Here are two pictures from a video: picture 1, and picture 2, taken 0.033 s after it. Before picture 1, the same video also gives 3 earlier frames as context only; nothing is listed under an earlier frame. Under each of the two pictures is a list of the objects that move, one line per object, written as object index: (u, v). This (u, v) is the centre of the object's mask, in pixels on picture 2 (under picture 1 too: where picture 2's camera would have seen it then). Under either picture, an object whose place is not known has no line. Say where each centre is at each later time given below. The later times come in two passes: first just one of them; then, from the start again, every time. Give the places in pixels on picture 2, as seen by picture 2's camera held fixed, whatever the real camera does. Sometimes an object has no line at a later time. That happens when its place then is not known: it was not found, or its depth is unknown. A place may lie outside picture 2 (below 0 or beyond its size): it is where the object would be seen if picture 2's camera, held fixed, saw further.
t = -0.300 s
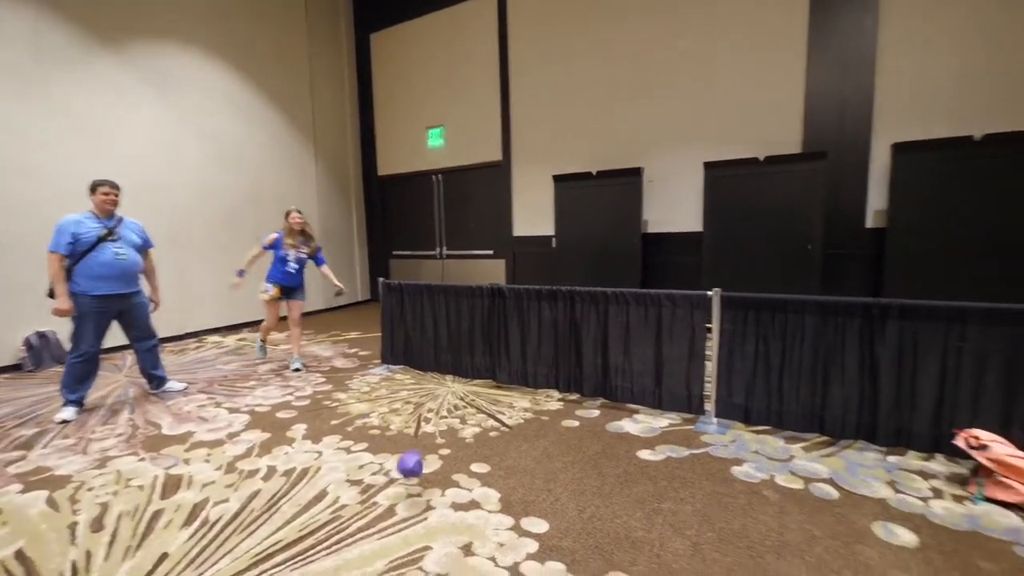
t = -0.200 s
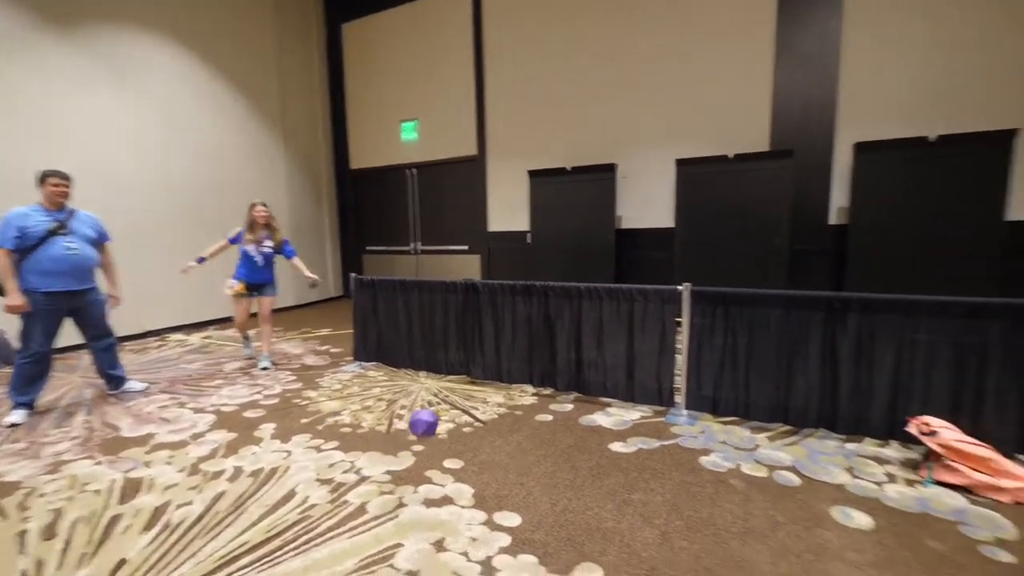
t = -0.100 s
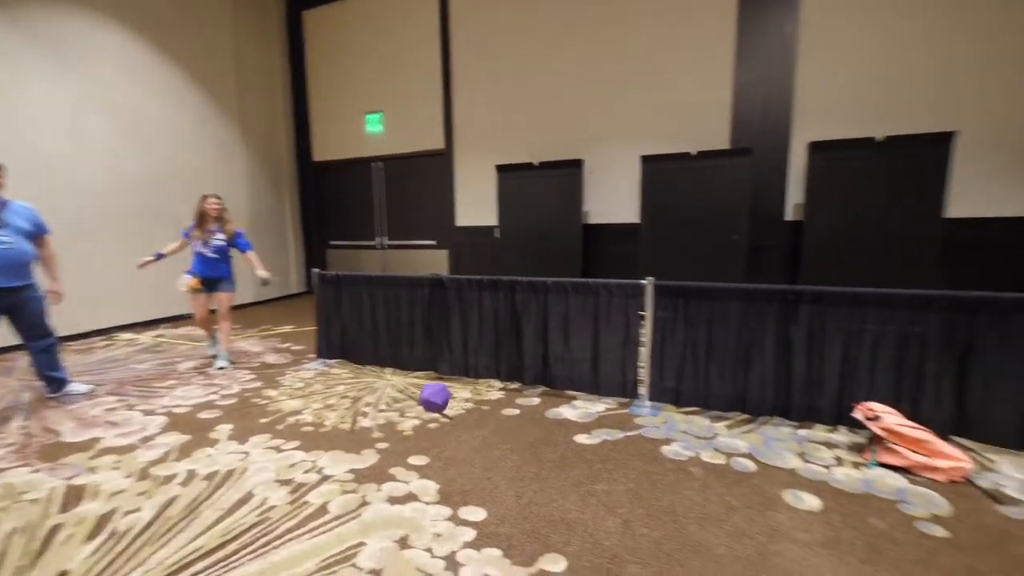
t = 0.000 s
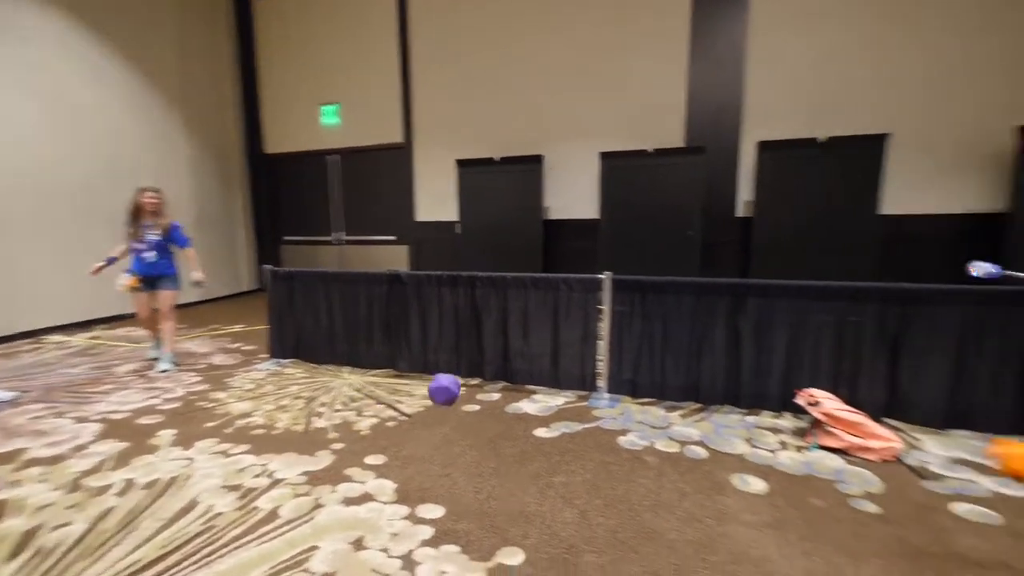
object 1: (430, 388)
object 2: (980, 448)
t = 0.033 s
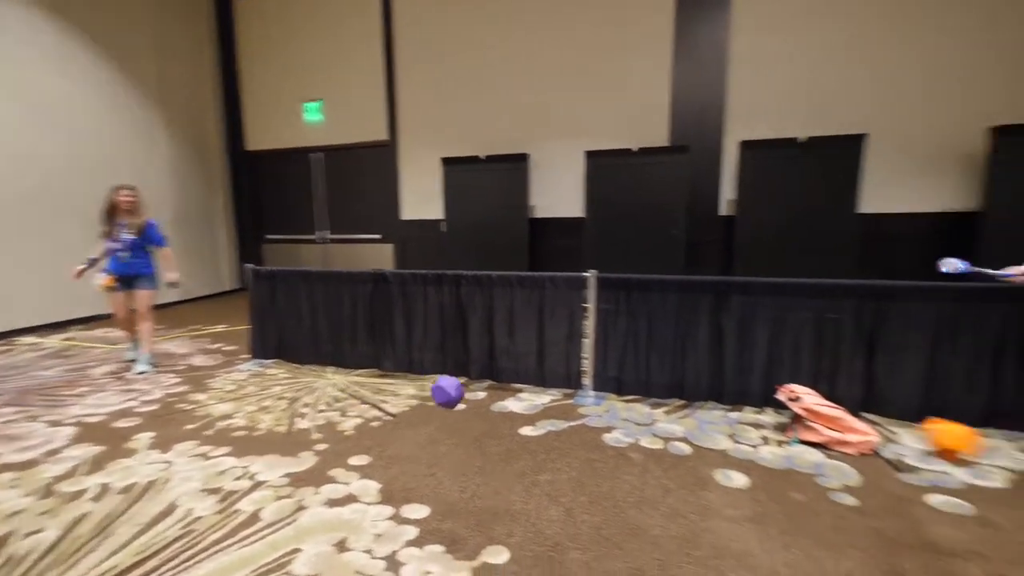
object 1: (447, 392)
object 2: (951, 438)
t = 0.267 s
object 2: (714, 425)
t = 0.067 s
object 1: (466, 397)
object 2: (910, 427)
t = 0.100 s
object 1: (484, 405)
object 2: (877, 420)
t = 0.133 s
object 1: (503, 416)
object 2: (838, 415)
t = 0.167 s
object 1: (522, 429)
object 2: (802, 414)
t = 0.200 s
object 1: (542, 444)
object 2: (773, 415)
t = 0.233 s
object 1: (562, 463)
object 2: (742, 419)
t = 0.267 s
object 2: (714, 425)
